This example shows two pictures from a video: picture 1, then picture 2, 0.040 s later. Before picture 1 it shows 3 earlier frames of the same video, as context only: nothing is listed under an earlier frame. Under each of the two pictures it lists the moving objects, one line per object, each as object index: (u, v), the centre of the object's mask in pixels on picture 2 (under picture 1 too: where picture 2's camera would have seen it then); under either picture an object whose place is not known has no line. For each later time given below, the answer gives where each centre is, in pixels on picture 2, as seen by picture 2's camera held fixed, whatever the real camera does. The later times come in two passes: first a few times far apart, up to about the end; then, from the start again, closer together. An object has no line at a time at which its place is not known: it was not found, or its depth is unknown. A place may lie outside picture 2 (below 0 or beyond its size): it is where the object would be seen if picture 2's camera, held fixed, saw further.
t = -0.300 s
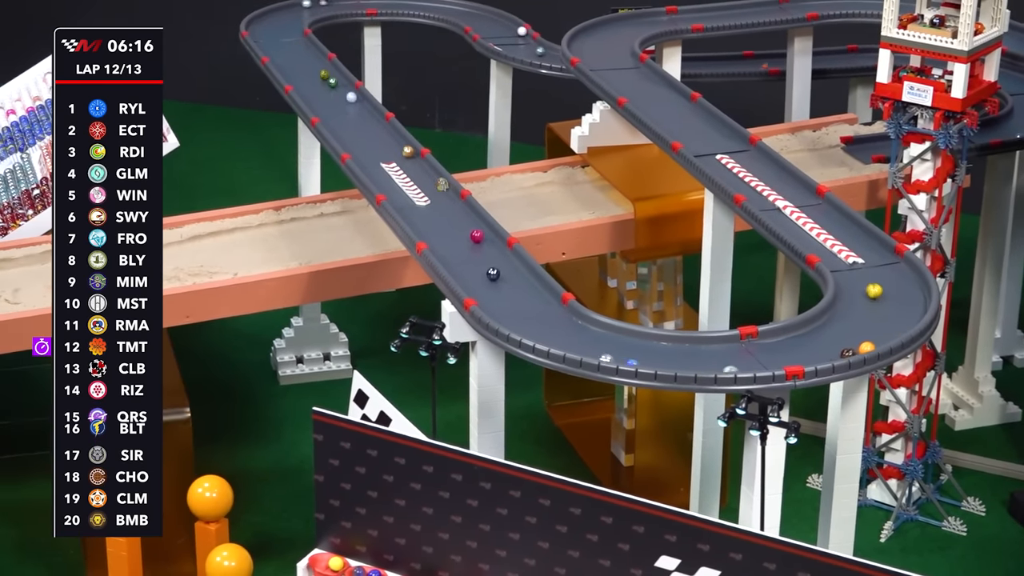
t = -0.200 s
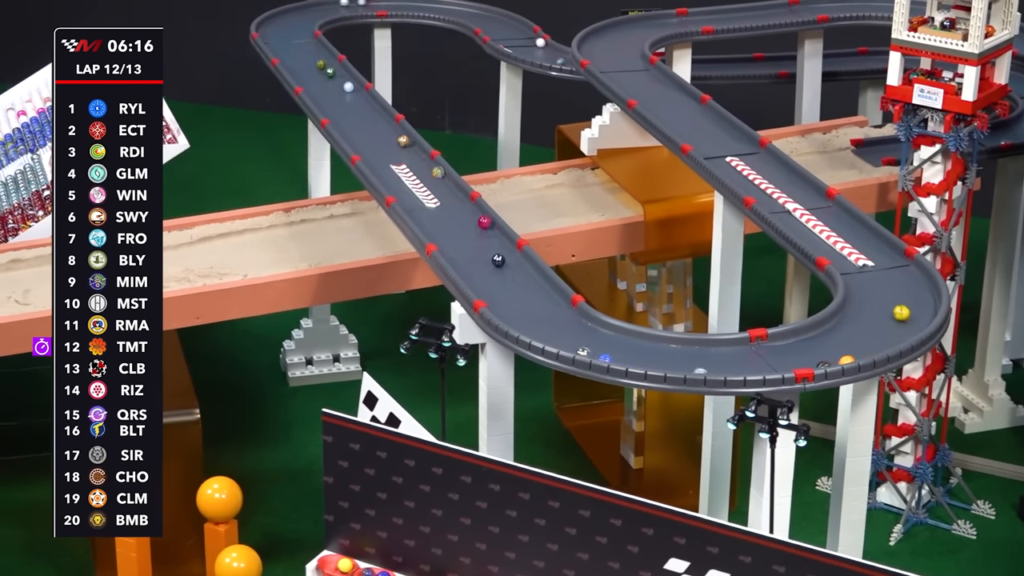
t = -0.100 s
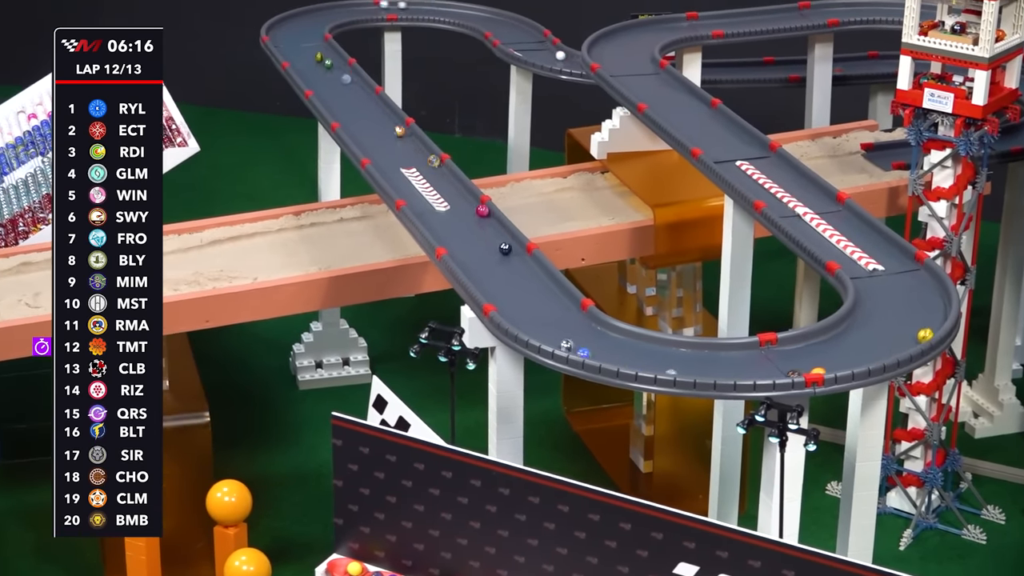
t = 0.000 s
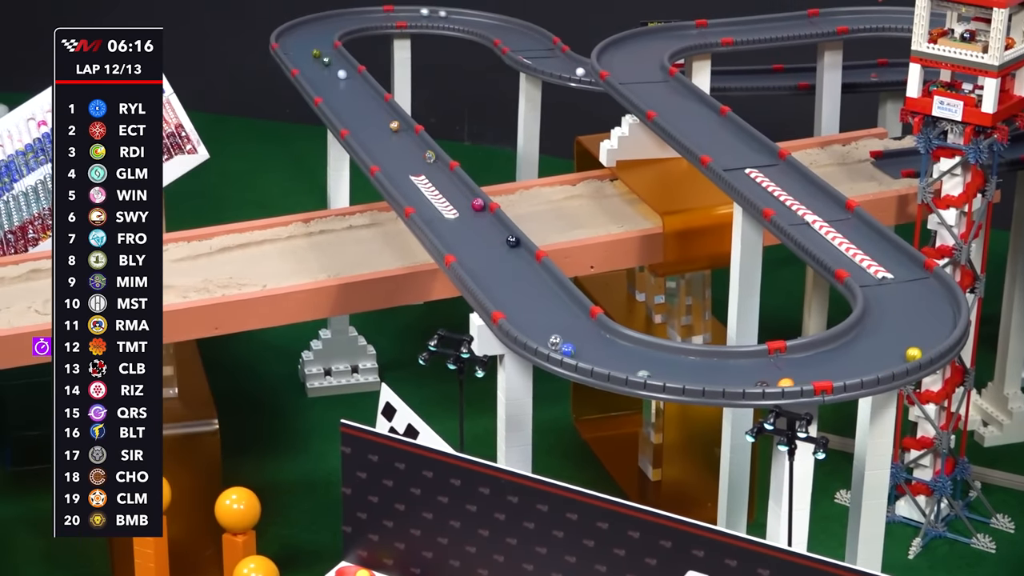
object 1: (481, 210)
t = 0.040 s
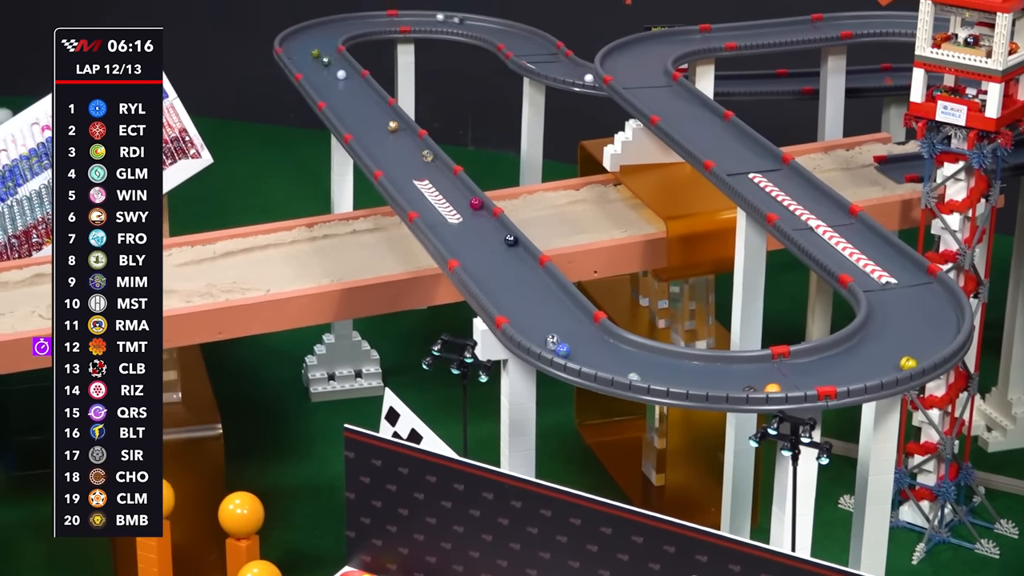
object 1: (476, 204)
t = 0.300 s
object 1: (439, 168)
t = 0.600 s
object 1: (394, 128)
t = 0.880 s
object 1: (353, 93)
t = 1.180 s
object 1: (316, 58)
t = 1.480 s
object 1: (304, 23)
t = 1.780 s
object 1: (388, 10)
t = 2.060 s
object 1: (481, 18)
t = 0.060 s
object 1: (473, 201)
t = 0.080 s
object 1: (471, 198)
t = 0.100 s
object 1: (468, 195)
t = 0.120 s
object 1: (465, 192)
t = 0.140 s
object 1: (462, 189)
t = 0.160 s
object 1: (459, 187)
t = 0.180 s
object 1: (456, 184)
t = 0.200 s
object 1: (453, 181)
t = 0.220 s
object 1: (450, 178)
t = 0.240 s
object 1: (448, 175)
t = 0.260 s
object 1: (444, 172)
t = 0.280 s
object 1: (442, 170)
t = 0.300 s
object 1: (439, 168)
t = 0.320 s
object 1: (436, 165)
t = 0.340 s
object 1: (433, 163)
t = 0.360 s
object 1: (430, 160)
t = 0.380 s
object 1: (426, 158)
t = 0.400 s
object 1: (423, 155)
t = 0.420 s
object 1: (420, 152)
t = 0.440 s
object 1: (417, 149)
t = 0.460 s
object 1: (414, 147)
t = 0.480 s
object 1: (411, 144)
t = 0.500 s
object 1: (408, 141)
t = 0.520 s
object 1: (405, 139)
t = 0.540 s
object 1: (402, 136)
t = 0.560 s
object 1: (399, 133)
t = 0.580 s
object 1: (396, 131)
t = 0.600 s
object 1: (394, 128)
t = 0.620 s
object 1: (391, 126)
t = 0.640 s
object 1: (388, 123)
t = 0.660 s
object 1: (384, 121)
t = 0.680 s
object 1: (382, 118)
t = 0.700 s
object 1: (378, 116)
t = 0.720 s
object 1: (376, 113)
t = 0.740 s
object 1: (373, 110)
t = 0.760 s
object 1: (370, 108)
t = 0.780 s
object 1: (367, 105)
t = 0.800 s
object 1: (364, 102)
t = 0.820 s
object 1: (361, 100)
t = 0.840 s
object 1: (358, 98)
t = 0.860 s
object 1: (356, 96)
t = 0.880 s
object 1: (353, 93)
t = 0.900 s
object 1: (350, 91)
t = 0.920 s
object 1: (348, 88)
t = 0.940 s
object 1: (345, 86)
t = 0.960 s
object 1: (342, 84)
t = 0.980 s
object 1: (340, 81)
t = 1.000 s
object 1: (338, 78)
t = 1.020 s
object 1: (335, 76)
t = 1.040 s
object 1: (332, 73)
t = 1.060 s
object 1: (330, 71)
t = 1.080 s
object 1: (327, 69)
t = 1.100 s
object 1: (325, 67)
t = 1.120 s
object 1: (323, 65)
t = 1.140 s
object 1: (321, 63)
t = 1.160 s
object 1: (318, 61)
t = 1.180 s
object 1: (316, 58)
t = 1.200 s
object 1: (313, 56)
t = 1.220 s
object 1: (311, 53)
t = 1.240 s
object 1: (309, 50)
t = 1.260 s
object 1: (306, 48)
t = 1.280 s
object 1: (305, 46)
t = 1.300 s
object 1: (303, 43)
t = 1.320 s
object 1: (300, 41)
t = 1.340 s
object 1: (299, 39)
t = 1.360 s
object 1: (297, 36)
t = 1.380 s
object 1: (295, 33)
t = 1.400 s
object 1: (293, 30)
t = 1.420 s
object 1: (291, 28)
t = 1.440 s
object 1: (294, 26)
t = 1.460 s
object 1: (299, 24)
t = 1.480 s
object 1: (304, 23)
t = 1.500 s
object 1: (307, 21)
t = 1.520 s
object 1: (312, 20)
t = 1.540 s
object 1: (316, 18)
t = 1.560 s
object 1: (321, 17)
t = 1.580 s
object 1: (326, 16)
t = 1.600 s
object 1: (333, 15)
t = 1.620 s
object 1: (338, 14)
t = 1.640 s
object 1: (344, 13)
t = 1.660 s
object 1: (349, 12)
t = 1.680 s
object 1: (355, 12)
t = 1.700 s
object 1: (362, 12)
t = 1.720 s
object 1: (368, 12)
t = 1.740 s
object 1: (374, 11)
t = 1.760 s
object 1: (381, 11)
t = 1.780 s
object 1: (388, 10)
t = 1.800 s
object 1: (394, 10)
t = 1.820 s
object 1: (401, 12)
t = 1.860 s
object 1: (415, 13)
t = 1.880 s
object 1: (422, 12)
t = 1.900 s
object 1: (428, 13)
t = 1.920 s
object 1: (435, 13)
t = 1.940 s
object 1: (442, 13)
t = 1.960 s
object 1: (449, 13)
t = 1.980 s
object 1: (455, 15)
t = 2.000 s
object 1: (461, 15)
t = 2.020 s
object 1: (468, 16)
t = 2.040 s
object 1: (474, 17)
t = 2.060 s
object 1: (481, 18)
